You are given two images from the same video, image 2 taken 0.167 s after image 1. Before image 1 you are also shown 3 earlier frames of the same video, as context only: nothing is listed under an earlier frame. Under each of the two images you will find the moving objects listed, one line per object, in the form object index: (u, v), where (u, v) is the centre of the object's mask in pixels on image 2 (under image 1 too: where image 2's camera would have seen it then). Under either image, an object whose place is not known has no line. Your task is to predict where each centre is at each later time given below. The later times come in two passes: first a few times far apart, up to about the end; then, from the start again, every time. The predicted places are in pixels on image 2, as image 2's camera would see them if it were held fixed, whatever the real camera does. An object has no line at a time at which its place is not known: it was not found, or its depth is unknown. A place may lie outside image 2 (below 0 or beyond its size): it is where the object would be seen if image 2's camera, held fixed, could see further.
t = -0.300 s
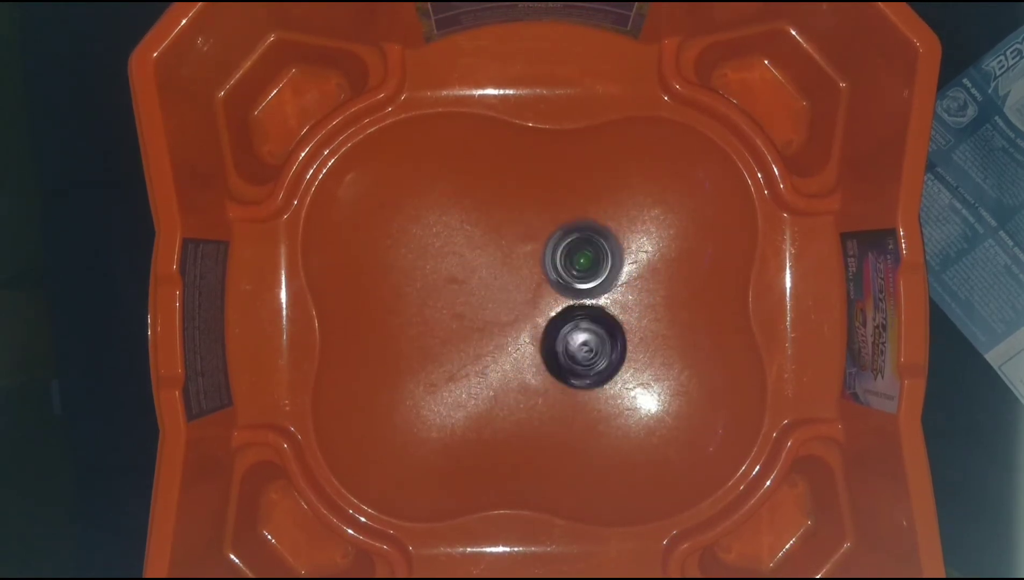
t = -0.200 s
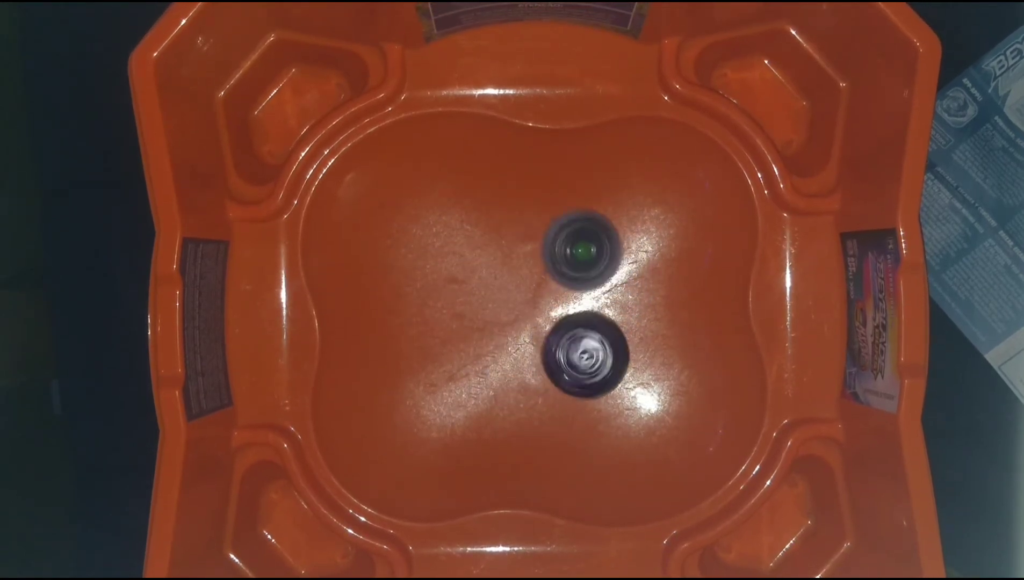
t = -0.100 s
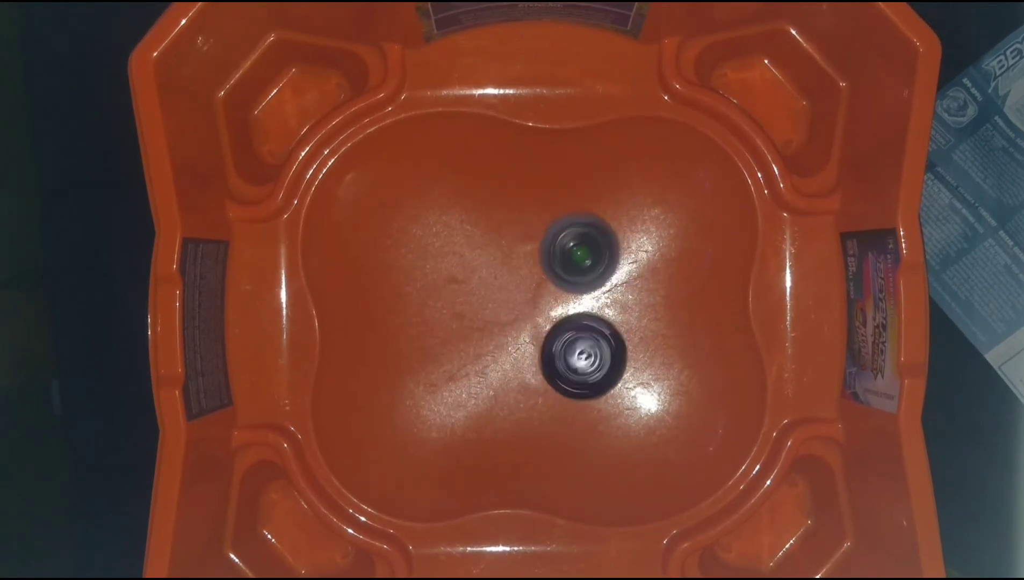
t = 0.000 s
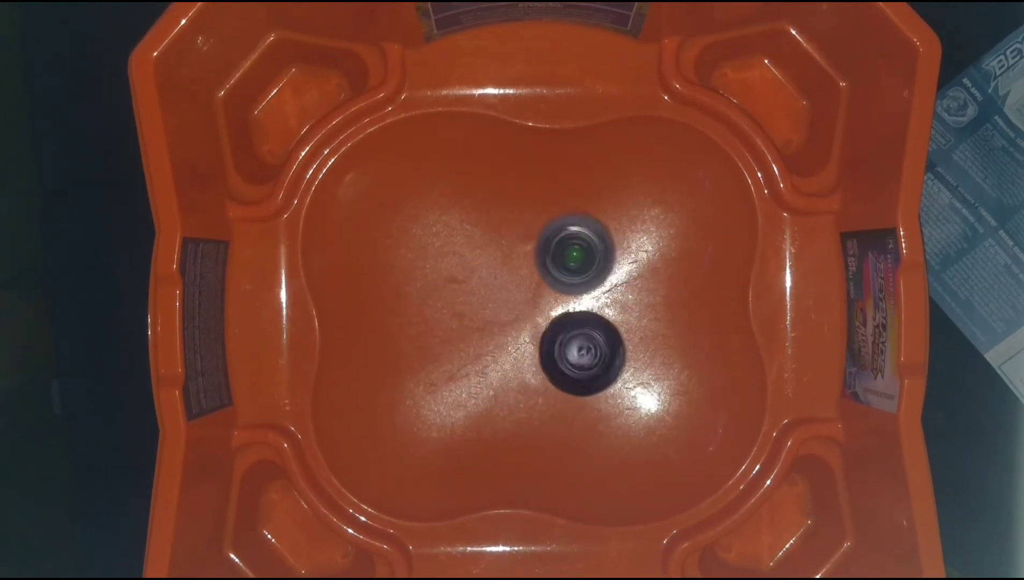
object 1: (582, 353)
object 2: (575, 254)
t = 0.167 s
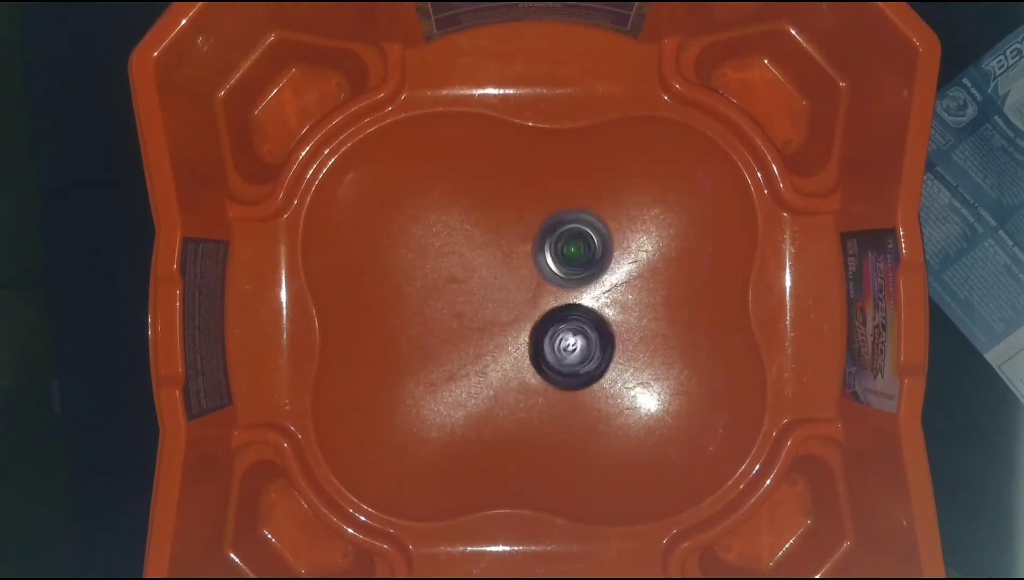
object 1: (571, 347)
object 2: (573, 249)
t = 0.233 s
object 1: (563, 342)
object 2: (576, 246)
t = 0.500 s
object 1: (537, 335)
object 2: (602, 249)
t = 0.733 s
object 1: (531, 324)
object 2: (598, 276)
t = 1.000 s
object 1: (508, 327)
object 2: (585, 286)
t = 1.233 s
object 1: (512, 334)
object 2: (569, 265)
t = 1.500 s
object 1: (504, 335)
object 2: (581, 267)
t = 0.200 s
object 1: (567, 346)
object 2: (576, 245)
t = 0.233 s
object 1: (563, 342)
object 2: (576, 246)
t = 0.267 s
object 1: (562, 337)
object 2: (577, 249)
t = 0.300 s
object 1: (561, 339)
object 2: (576, 250)
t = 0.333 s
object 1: (550, 346)
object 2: (582, 244)
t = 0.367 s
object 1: (543, 346)
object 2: (588, 243)
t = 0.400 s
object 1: (539, 344)
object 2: (592, 243)
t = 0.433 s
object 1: (539, 340)
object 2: (595, 244)
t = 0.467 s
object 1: (538, 339)
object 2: (598, 245)
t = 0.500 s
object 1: (537, 335)
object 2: (602, 249)
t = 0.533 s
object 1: (538, 334)
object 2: (604, 253)
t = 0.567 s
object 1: (537, 331)
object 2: (607, 258)
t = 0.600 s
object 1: (535, 327)
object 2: (606, 263)
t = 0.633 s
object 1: (535, 326)
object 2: (606, 266)
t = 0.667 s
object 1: (535, 324)
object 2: (603, 270)
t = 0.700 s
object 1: (534, 326)
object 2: (601, 272)
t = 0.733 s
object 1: (531, 324)
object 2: (598, 276)
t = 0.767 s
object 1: (528, 319)
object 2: (598, 279)
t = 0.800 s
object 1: (523, 316)
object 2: (601, 281)
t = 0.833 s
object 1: (516, 314)
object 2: (602, 284)
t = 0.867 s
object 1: (511, 314)
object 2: (599, 287)
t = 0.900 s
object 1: (507, 315)
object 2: (596, 289)
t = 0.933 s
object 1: (506, 317)
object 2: (592, 286)
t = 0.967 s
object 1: (507, 321)
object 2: (590, 286)
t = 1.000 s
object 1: (508, 327)
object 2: (585, 286)
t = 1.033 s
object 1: (508, 332)
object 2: (582, 283)
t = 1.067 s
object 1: (507, 335)
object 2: (579, 281)
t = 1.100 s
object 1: (506, 335)
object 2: (573, 277)
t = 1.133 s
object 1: (507, 335)
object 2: (571, 274)
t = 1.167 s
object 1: (509, 334)
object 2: (570, 272)
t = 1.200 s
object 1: (511, 334)
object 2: (566, 269)
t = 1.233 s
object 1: (512, 334)
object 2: (569, 265)
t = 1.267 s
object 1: (513, 334)
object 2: (572, 264)
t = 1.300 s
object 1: (514, 333)
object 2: (573, 266)
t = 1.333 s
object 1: (516, 333)
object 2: (571, 270)
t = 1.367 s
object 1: (517, 332)
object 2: (567, 272)
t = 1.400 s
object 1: (519, 331)
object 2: (564, 271)
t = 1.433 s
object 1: (514, 335)
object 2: (566, 268)
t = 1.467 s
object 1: (508, 336)
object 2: (578, 267)
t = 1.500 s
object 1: (504, 335)
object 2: (581, 267)
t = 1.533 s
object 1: (502, 334)
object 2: (589, 265)
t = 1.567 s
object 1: (500, 333)
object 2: (591, 267)
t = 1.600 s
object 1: (498, 333)
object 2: (591, 267)
